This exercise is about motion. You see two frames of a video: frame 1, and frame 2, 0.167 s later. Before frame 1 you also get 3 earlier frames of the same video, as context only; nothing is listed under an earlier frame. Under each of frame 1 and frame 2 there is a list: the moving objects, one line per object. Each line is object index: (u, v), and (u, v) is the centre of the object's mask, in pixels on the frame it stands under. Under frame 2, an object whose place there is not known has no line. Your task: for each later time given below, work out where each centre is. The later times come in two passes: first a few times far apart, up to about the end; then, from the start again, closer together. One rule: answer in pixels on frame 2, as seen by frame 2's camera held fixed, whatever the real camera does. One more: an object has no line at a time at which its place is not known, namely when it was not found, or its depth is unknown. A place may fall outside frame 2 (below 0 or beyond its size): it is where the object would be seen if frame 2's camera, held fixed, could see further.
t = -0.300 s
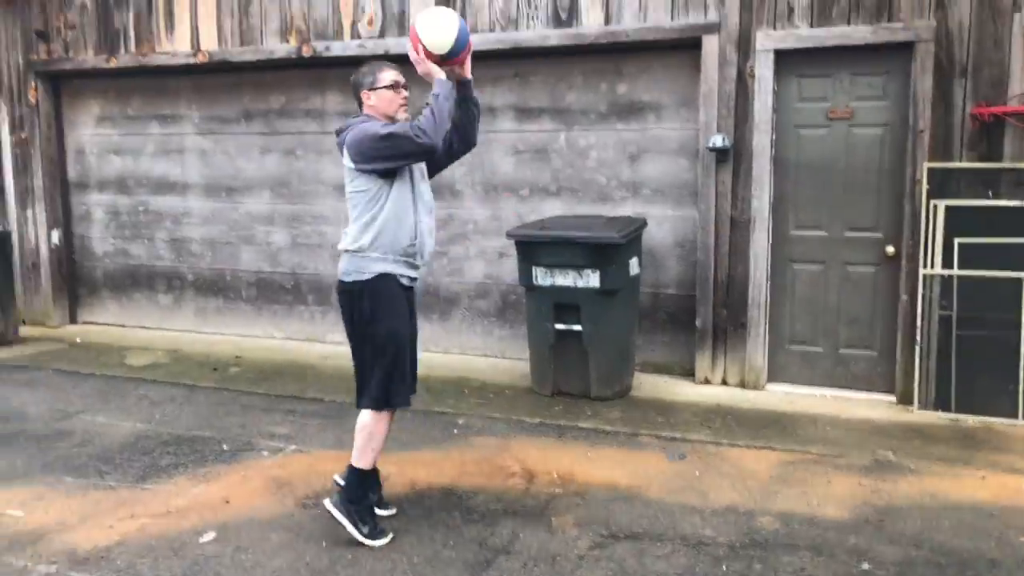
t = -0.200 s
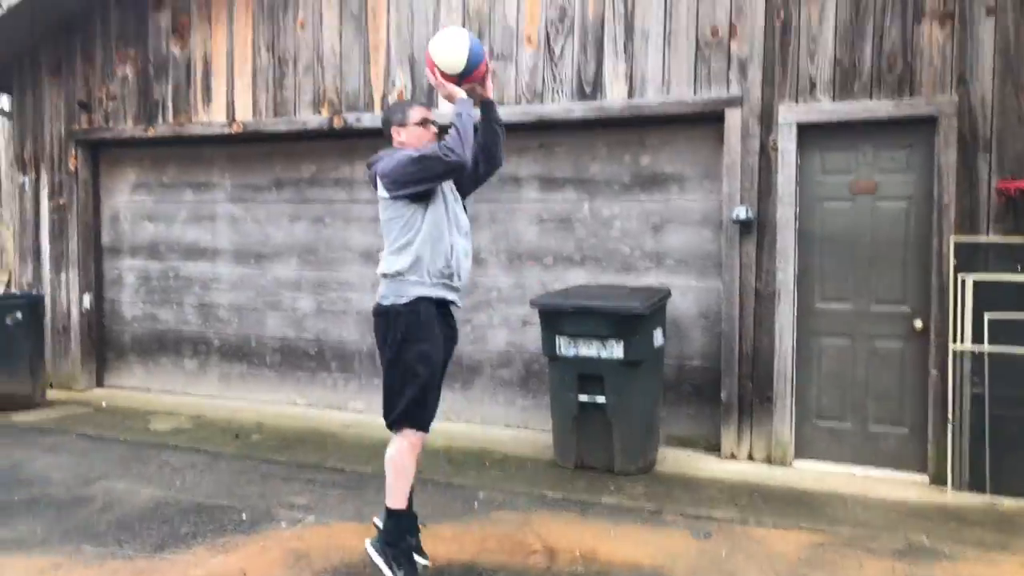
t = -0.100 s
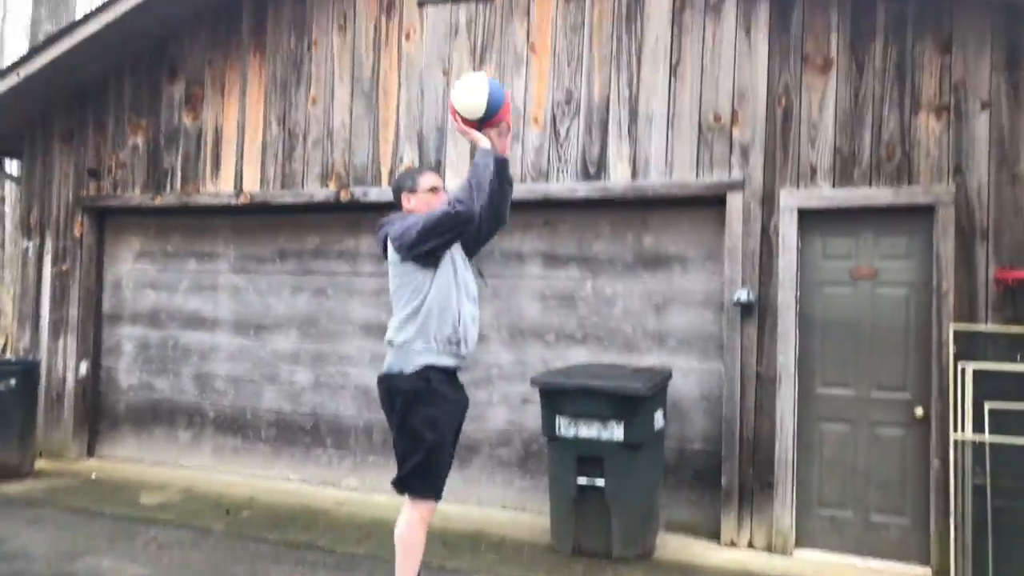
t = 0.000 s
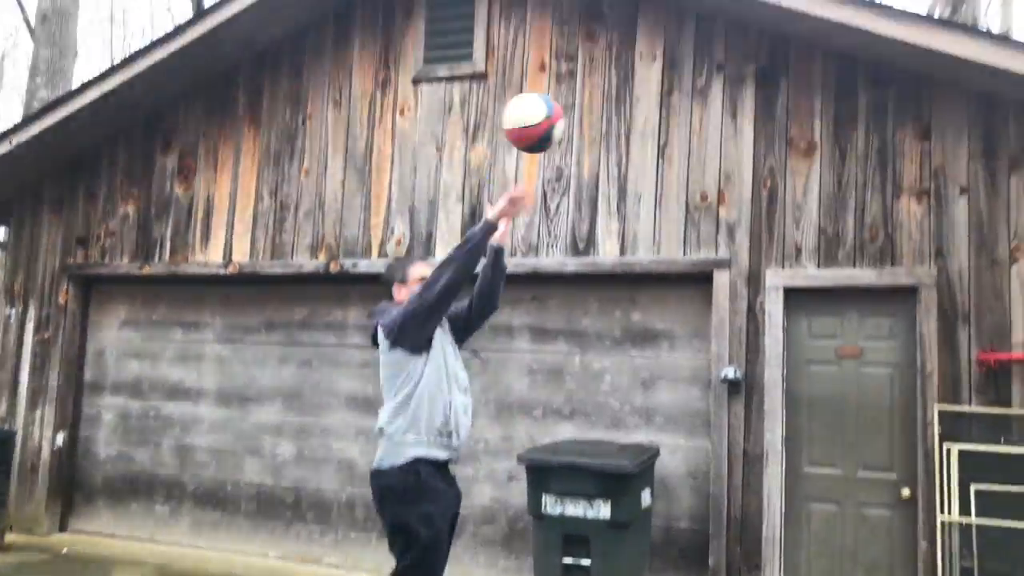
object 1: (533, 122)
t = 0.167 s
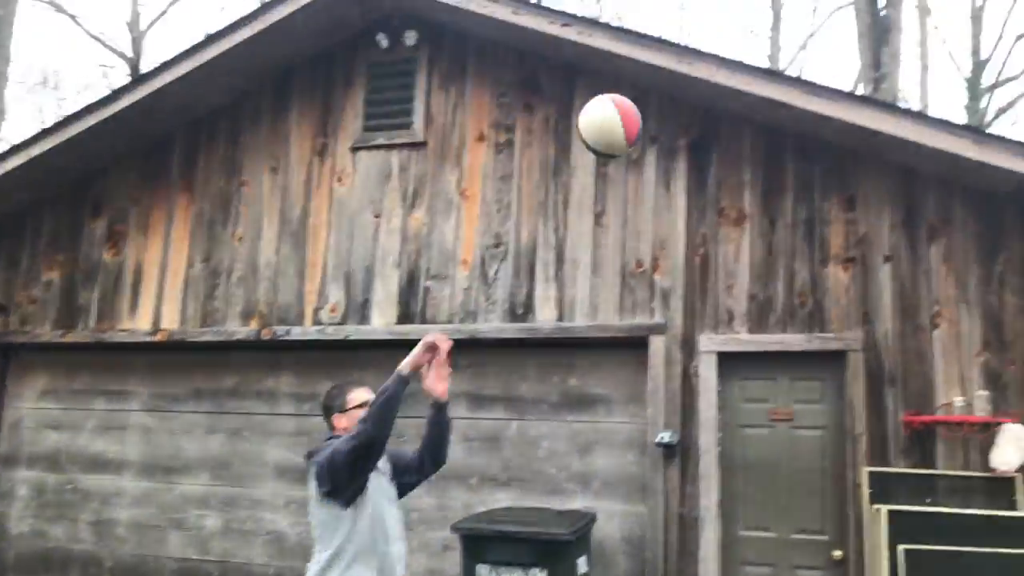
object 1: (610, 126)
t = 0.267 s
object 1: (701, 116)
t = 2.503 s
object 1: (955, 726)
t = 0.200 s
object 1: (640, 120)
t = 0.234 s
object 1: (670, 116)
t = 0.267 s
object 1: (701, 116)
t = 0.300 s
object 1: (733, 118)
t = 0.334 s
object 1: (765, 126)
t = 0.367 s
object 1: (799, 134)
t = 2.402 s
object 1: (990, 713)
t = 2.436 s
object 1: (978, 711)
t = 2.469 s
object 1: (966, 716)
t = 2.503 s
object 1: (955, 726)
